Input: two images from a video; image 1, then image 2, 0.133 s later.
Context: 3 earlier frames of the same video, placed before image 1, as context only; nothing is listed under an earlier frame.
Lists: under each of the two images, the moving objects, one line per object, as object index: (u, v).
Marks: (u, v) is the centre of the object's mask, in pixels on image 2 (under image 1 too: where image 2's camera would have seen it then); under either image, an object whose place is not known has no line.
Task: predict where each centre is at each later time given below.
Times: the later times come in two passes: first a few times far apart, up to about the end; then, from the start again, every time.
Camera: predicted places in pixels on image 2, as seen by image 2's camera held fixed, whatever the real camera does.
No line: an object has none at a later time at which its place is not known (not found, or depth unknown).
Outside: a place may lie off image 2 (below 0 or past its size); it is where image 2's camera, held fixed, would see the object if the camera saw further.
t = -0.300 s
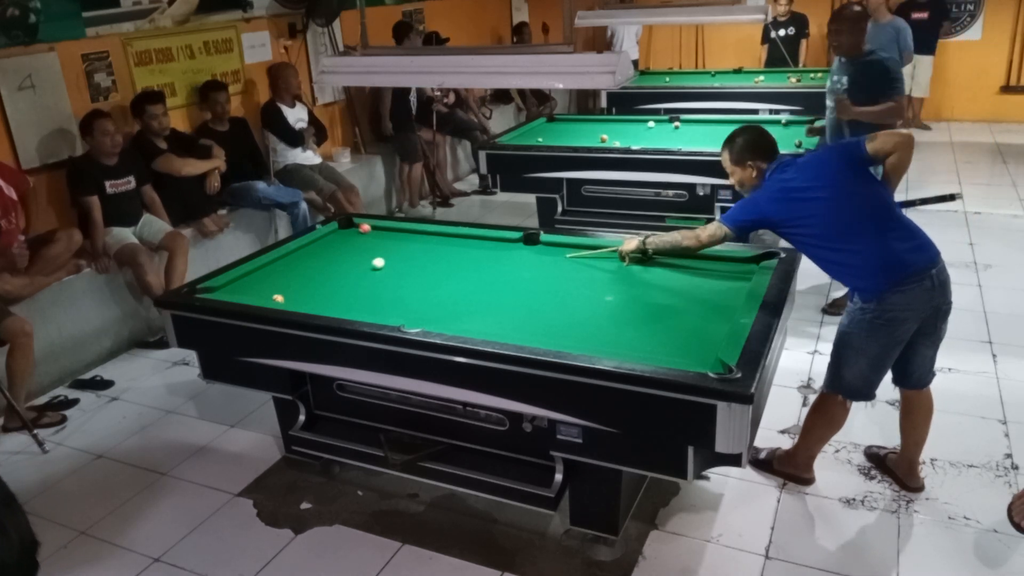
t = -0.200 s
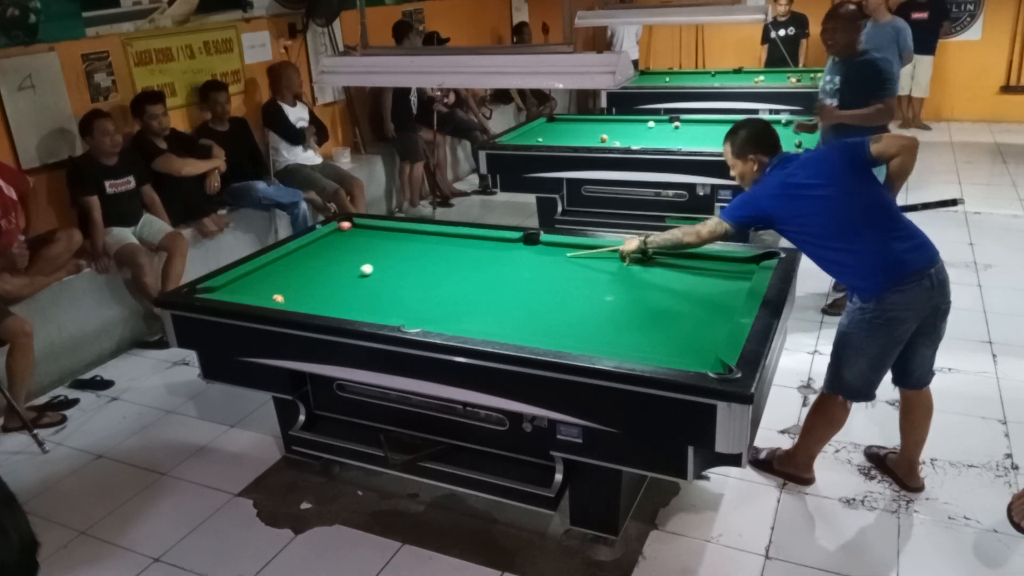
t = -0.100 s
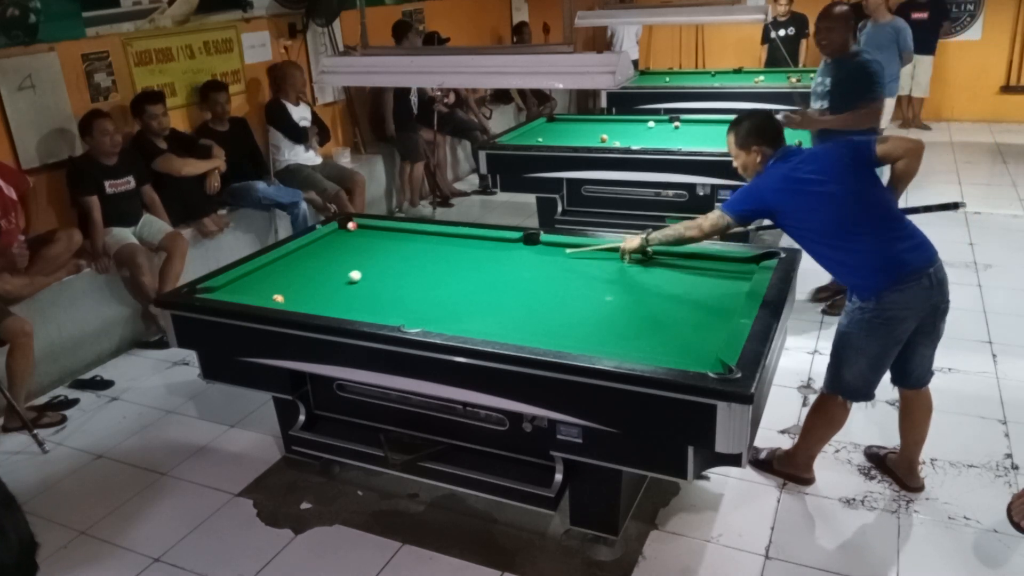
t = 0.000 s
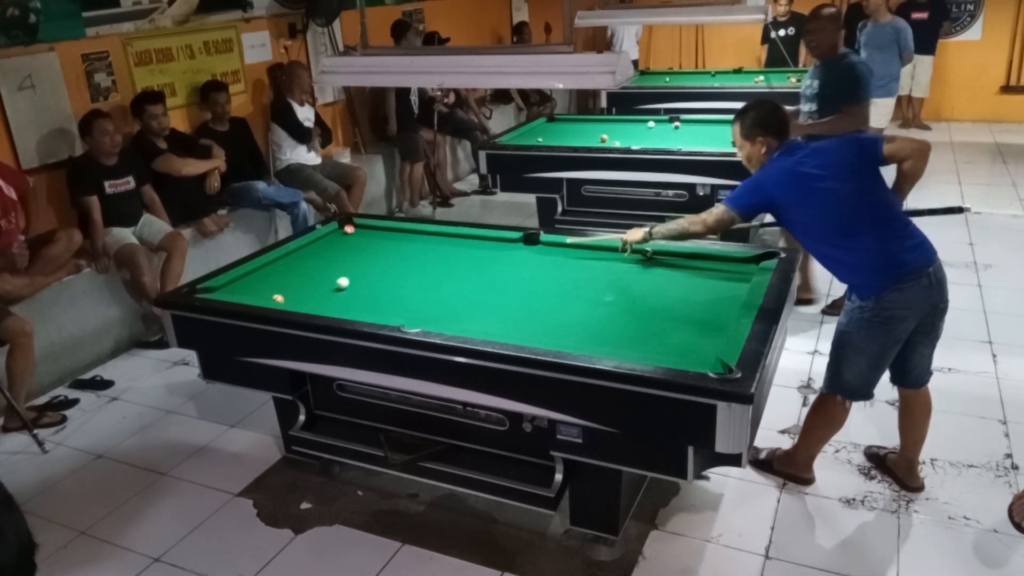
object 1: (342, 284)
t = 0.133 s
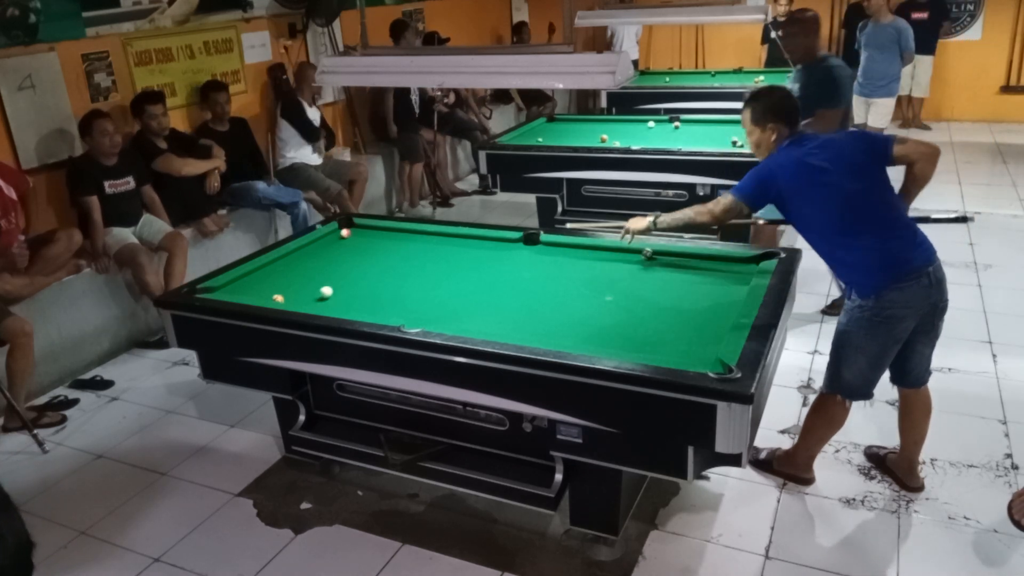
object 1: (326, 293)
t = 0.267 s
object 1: (310, 301)
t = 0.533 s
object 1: (331, 296)
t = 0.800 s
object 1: (357, 287)
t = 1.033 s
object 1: (377, 280)
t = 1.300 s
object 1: (397, 274)
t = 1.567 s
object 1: (414, 268)
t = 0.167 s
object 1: (322, 296)
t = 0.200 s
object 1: (317, 298)
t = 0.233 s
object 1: (313, 300)
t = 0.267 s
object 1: (310, 301)
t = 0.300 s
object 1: (306, 303)
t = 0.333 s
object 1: (309, 302)
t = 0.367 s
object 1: (313, 301)
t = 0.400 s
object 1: (317, 300)
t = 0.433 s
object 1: (320, 300)
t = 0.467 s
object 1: (324, 299)
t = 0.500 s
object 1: (327, 297)
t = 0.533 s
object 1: (331, 296)
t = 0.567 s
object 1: (334, 295)
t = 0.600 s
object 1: (338, 294)
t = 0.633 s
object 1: (341, 293)
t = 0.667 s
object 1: (344, 292)
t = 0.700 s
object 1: (348, 291)
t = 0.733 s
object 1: (351, 290)
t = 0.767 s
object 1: (354, 288)
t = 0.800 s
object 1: (357, 287)
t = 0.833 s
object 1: (360, 286)
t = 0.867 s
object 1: (363, 285)
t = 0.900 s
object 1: (366, 284)
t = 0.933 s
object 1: (368, 283)
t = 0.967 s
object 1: (371, 282)
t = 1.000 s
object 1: (374, 281)
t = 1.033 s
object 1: (377, 280)
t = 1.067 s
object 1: (379, 280)
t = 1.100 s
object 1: (382, 279)
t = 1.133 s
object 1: (385, 278)
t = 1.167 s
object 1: (387, 277)
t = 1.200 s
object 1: (390, 276)
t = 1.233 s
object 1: (392, 275)
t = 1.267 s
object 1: (394, 274)
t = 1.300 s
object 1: (397, 274)
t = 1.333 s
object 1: (399, 273)
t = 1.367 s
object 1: (401, 272)
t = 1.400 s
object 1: (403, 271)
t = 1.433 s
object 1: (405, 271)
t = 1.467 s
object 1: (407, 270)
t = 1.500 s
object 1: (410, 269)
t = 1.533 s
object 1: (412, 268)
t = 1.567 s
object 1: (414, 268)
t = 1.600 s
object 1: (416, 267)
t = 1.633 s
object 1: (417, 266)
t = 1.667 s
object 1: (419, 266)
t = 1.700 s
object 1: (421, 265)
